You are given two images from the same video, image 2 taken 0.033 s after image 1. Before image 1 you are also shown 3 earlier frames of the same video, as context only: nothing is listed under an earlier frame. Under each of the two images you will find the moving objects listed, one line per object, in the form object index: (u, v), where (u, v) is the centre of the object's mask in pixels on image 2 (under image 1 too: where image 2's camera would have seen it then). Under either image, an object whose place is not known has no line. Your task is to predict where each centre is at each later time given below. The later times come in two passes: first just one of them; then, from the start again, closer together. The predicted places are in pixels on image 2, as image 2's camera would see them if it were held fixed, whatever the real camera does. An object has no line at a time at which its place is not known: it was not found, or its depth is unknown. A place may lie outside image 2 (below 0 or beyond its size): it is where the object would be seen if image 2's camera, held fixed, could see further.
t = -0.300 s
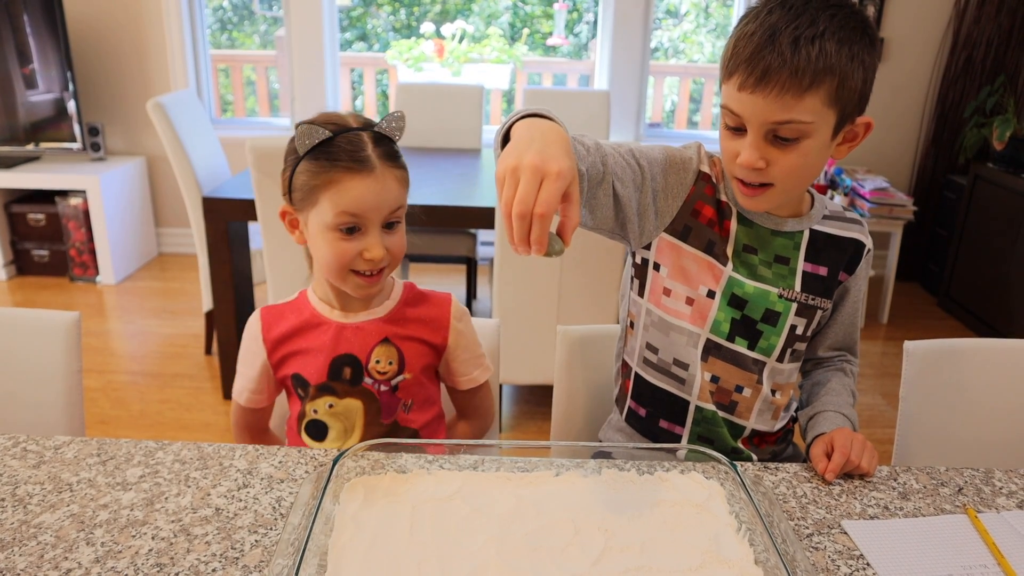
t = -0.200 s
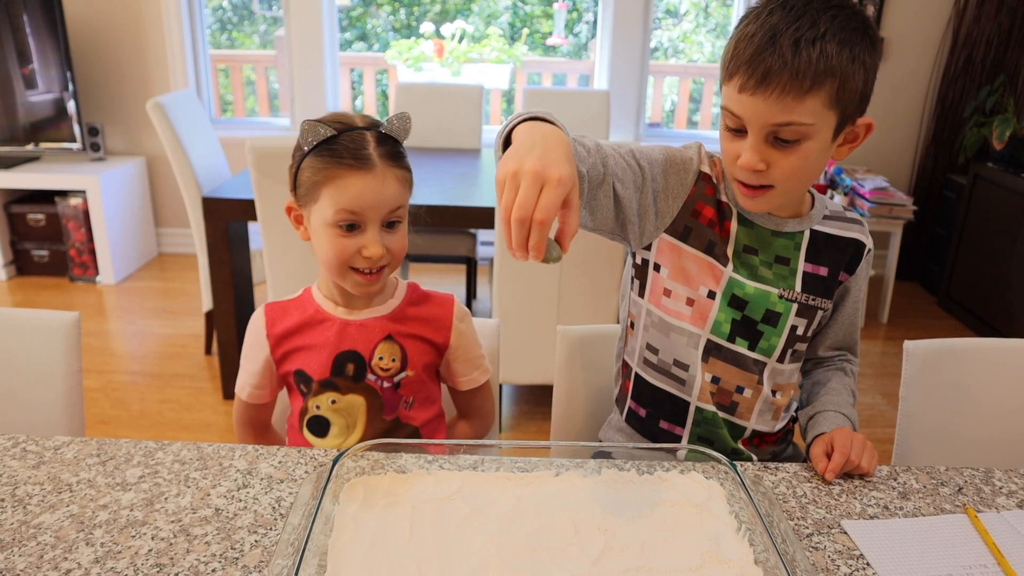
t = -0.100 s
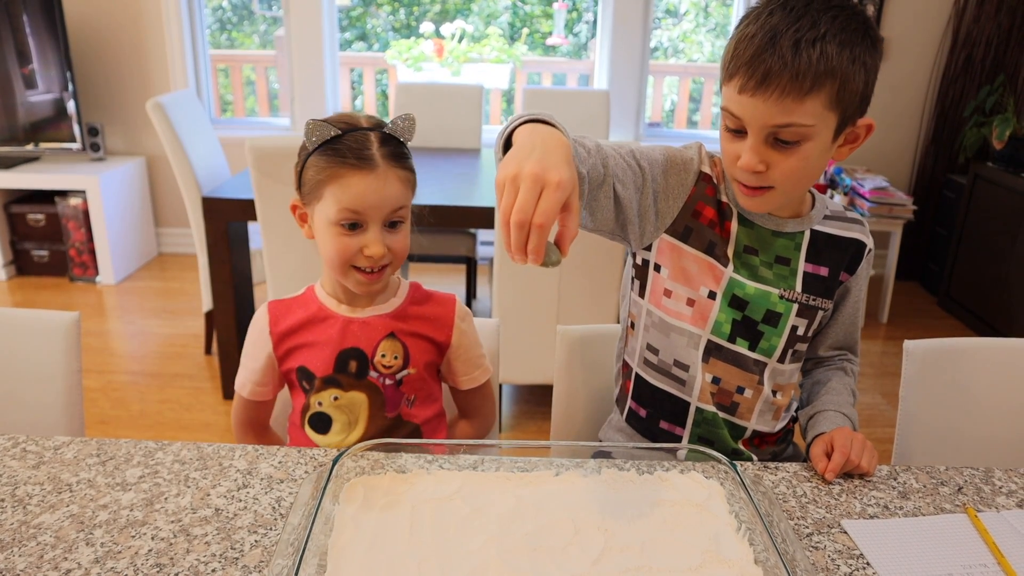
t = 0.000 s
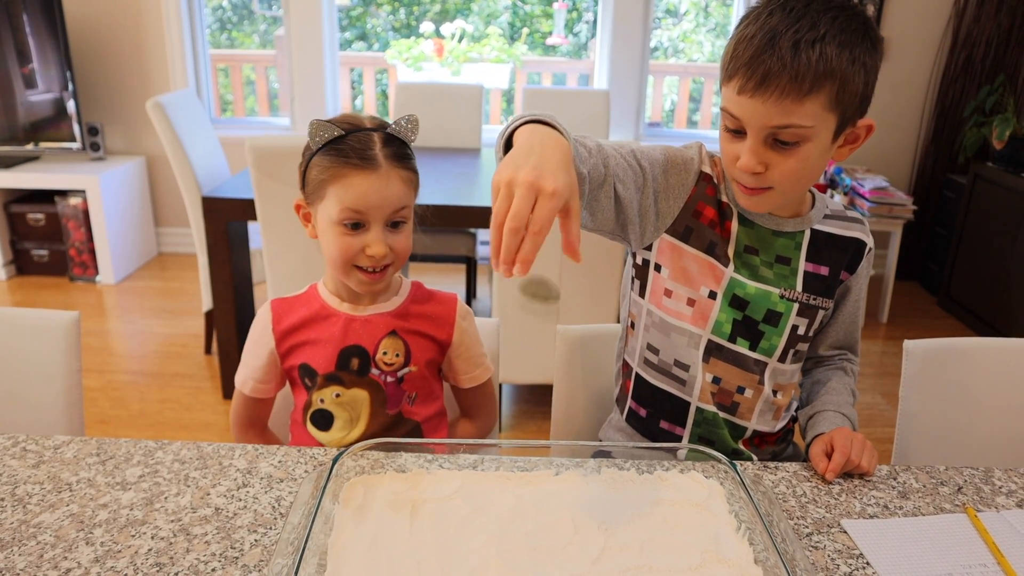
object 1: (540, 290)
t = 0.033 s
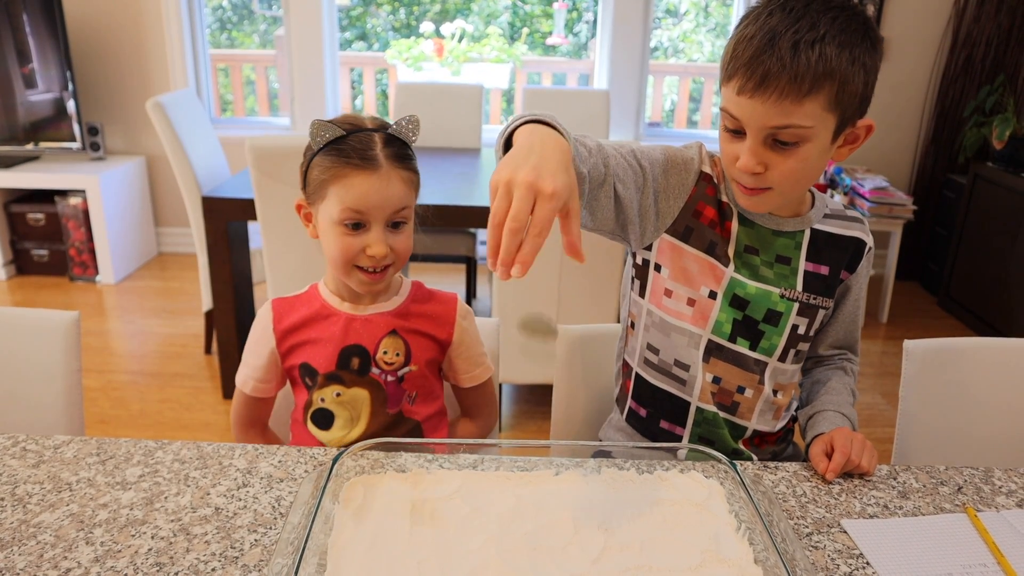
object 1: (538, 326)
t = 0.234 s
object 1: (521, 552)
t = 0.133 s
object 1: (529, 500)
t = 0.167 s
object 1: (526, 550)
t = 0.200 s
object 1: (525, 548)
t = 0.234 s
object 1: (521, 552)
